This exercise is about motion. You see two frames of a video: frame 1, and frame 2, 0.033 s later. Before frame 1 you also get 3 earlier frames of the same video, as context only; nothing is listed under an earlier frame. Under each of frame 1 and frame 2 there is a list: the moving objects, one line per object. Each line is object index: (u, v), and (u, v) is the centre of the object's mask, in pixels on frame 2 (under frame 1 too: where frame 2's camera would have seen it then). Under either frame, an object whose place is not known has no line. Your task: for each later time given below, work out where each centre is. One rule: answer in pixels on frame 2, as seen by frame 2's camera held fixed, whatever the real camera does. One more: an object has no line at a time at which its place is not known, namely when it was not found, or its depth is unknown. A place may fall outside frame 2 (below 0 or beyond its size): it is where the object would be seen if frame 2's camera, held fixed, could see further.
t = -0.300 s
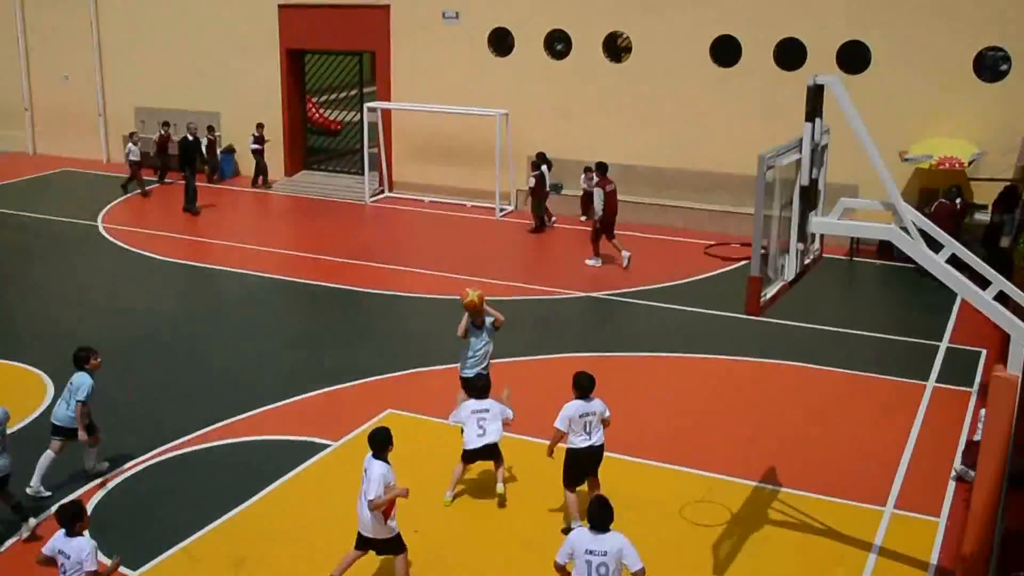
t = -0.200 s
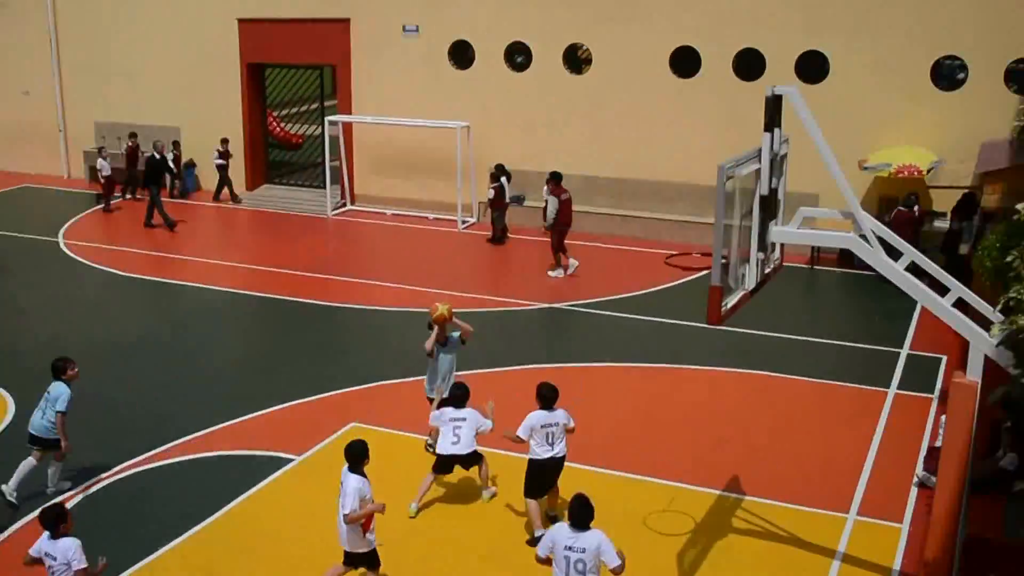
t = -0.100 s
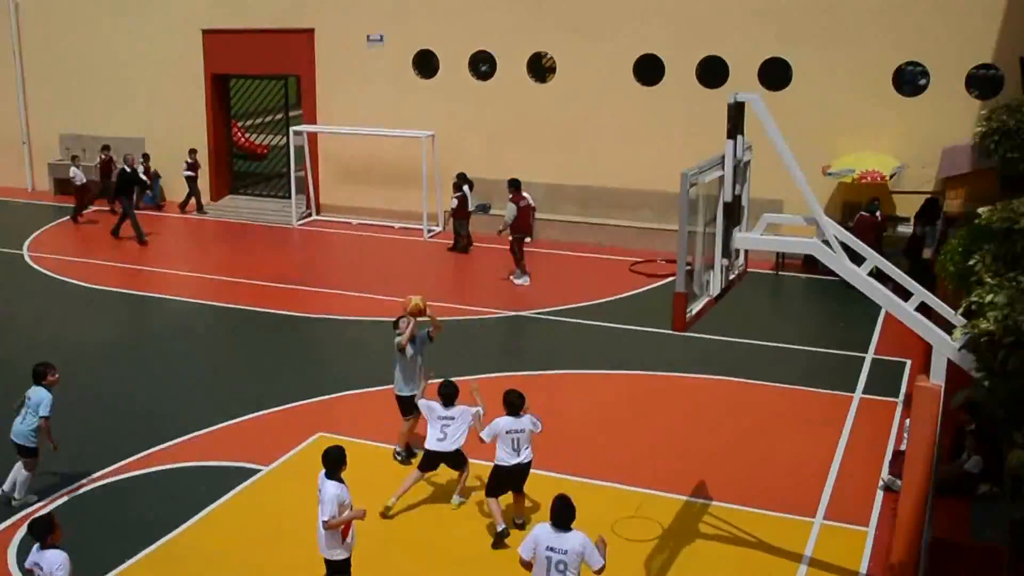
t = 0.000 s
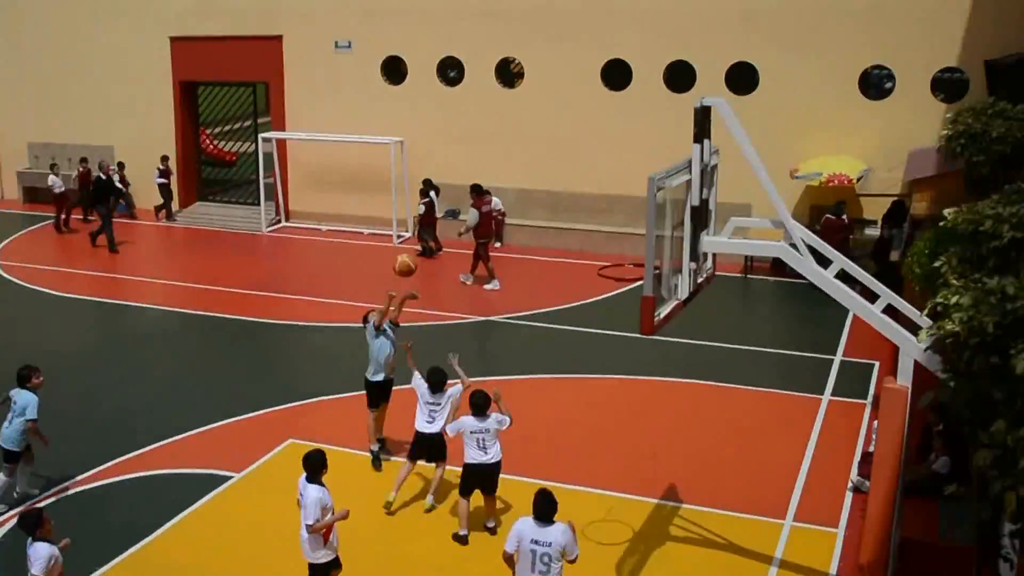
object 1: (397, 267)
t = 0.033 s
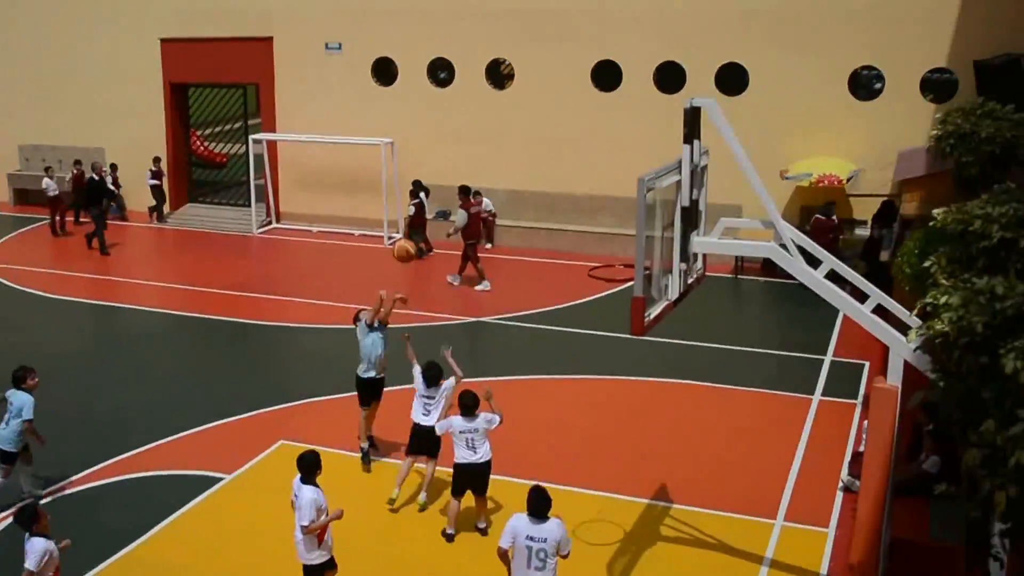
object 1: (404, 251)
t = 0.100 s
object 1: (418, 223)
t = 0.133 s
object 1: (424, 210)
